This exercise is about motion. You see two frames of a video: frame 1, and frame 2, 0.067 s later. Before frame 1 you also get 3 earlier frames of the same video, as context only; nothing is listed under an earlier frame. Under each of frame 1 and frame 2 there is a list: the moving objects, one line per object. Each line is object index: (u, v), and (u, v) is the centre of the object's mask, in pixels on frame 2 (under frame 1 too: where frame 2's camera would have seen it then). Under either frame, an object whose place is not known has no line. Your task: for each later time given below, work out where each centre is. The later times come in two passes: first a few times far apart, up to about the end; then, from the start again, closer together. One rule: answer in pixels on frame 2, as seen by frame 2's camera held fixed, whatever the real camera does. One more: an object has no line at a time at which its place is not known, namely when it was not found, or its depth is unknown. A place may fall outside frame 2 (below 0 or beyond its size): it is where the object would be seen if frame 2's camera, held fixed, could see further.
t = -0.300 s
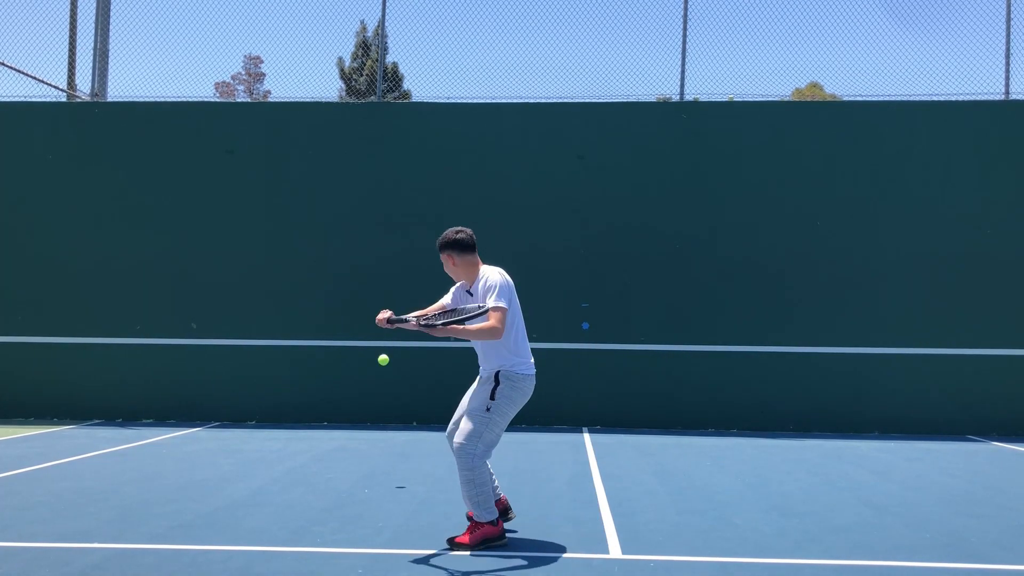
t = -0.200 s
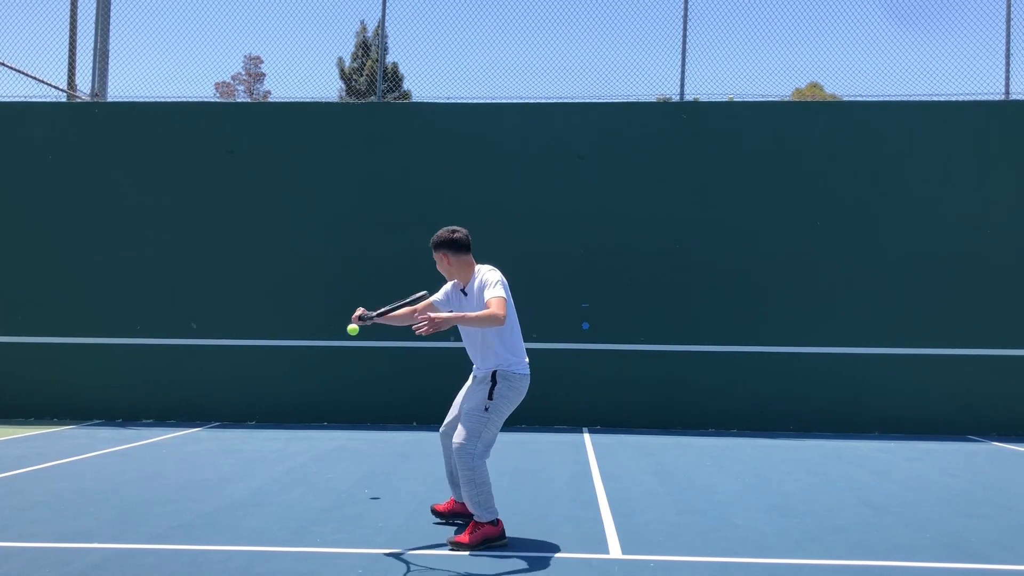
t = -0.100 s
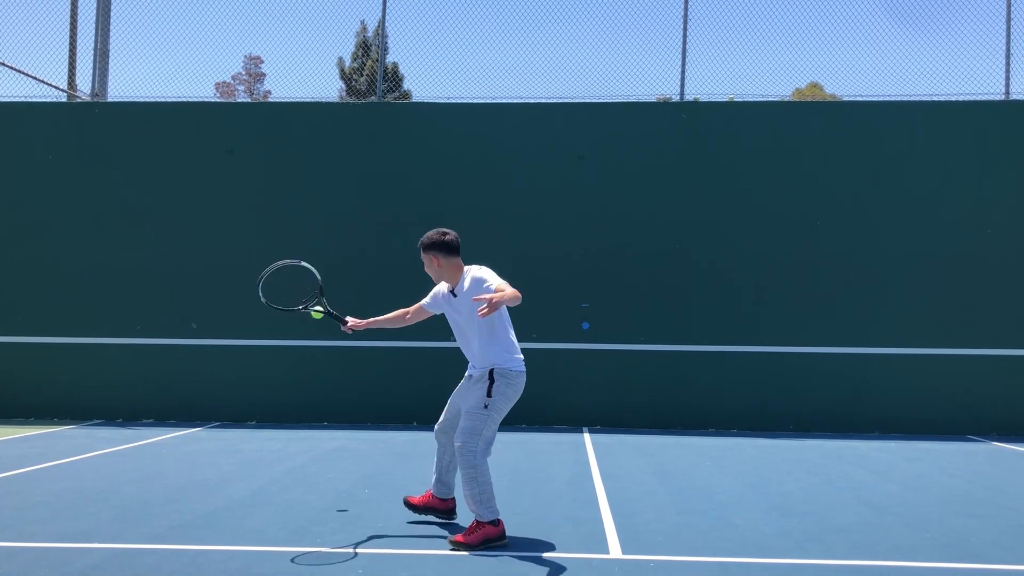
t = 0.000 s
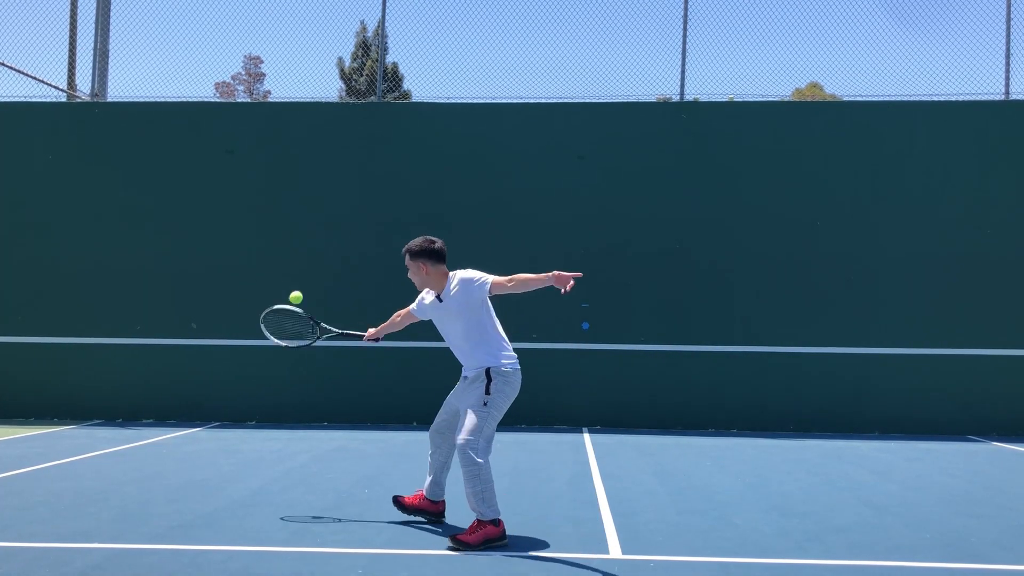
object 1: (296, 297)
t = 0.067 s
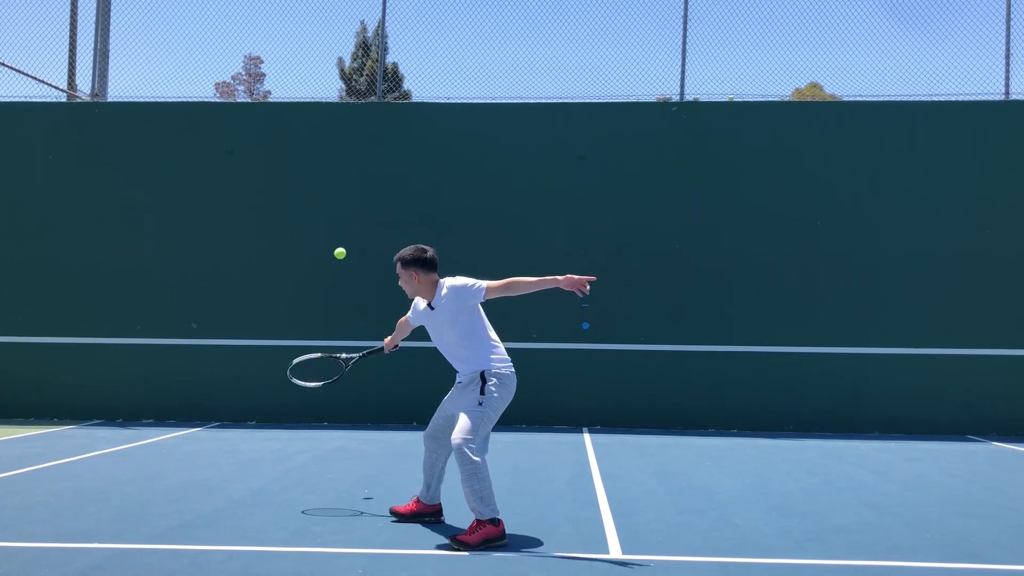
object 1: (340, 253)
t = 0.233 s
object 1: (410, 200)
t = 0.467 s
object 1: (462, 193)
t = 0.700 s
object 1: (471, 220)
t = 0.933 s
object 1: (460, 304)
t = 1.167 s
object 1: (441, 454)
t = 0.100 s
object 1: (357, 237)
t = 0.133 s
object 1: (373, 224)
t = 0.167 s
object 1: (386, 214)
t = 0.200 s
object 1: (398, 206)
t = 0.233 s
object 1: (410, 200)
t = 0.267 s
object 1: (419, 196)
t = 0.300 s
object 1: (428, 193)
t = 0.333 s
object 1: (436, 191)
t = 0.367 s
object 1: (444, 190)
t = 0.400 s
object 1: (450, 190)
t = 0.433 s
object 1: (457, 191)
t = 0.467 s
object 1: (462, 193)
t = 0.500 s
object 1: (468, 196)
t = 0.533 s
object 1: (473, 199)
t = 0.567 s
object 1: (474, 202)
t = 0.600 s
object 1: (473, 205)
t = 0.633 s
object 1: (473, 209)
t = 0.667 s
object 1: (472, 213)
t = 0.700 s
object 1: (471, 220)
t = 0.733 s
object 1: (470, 227)
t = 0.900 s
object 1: (462, 287)
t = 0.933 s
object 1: (460, 304)
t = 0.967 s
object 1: (457, 324)
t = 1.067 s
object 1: (450, 396)
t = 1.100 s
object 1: (447, 425)
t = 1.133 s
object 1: (444, 457)
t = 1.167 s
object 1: (441, 454)
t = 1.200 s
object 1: (438, 431)
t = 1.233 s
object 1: (436, 409)
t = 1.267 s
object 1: (433, 388)
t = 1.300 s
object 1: (430, 369)
